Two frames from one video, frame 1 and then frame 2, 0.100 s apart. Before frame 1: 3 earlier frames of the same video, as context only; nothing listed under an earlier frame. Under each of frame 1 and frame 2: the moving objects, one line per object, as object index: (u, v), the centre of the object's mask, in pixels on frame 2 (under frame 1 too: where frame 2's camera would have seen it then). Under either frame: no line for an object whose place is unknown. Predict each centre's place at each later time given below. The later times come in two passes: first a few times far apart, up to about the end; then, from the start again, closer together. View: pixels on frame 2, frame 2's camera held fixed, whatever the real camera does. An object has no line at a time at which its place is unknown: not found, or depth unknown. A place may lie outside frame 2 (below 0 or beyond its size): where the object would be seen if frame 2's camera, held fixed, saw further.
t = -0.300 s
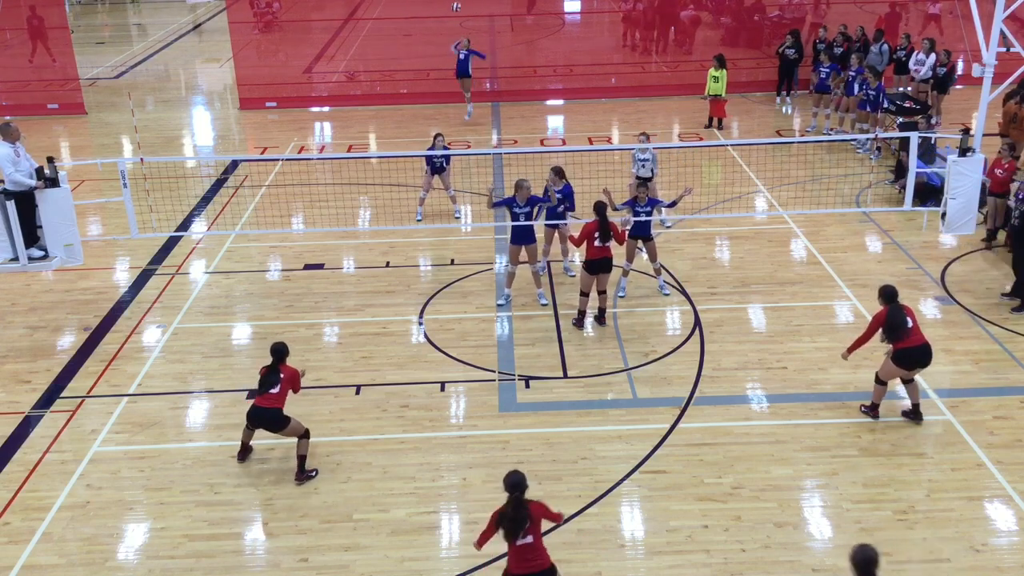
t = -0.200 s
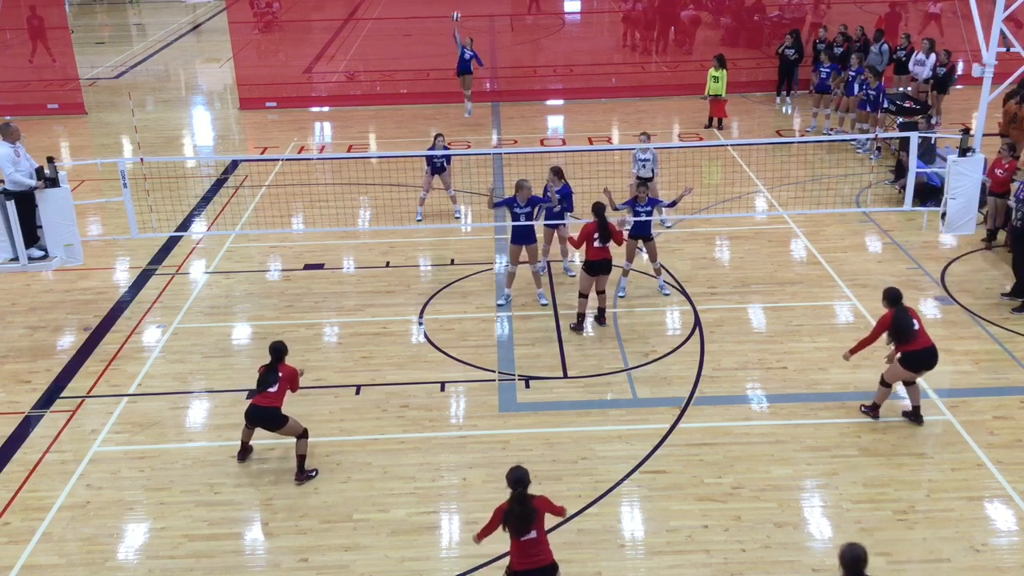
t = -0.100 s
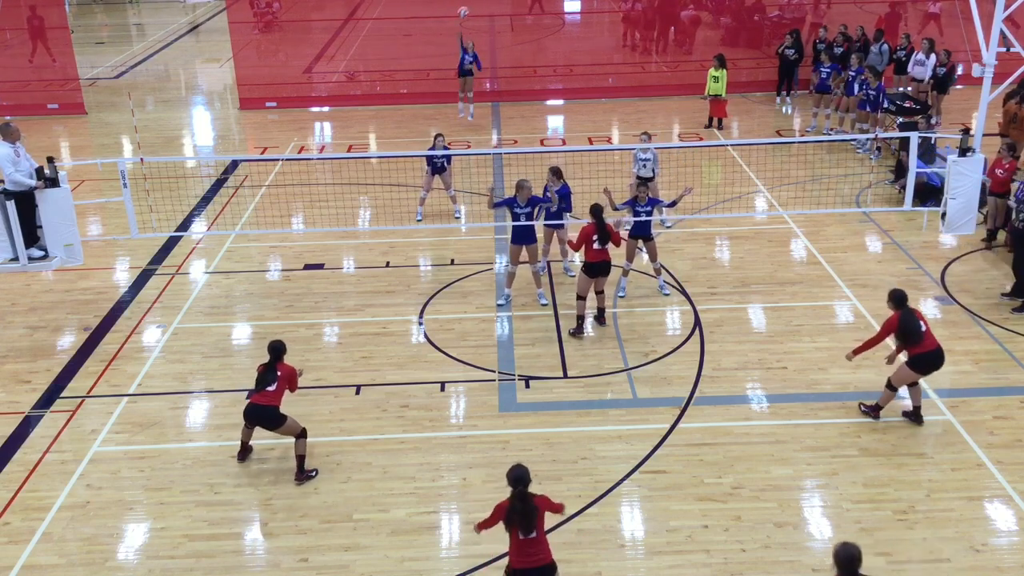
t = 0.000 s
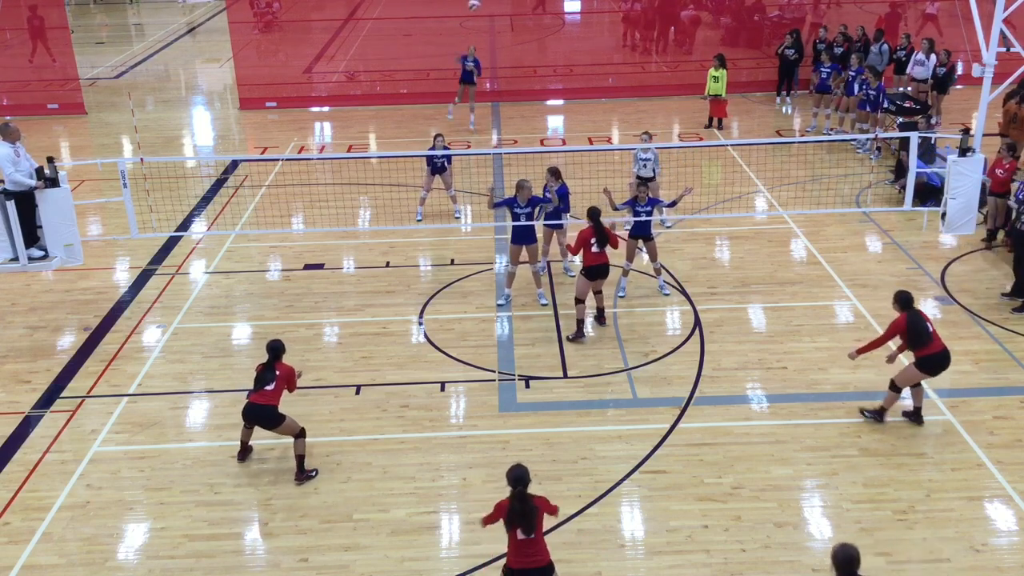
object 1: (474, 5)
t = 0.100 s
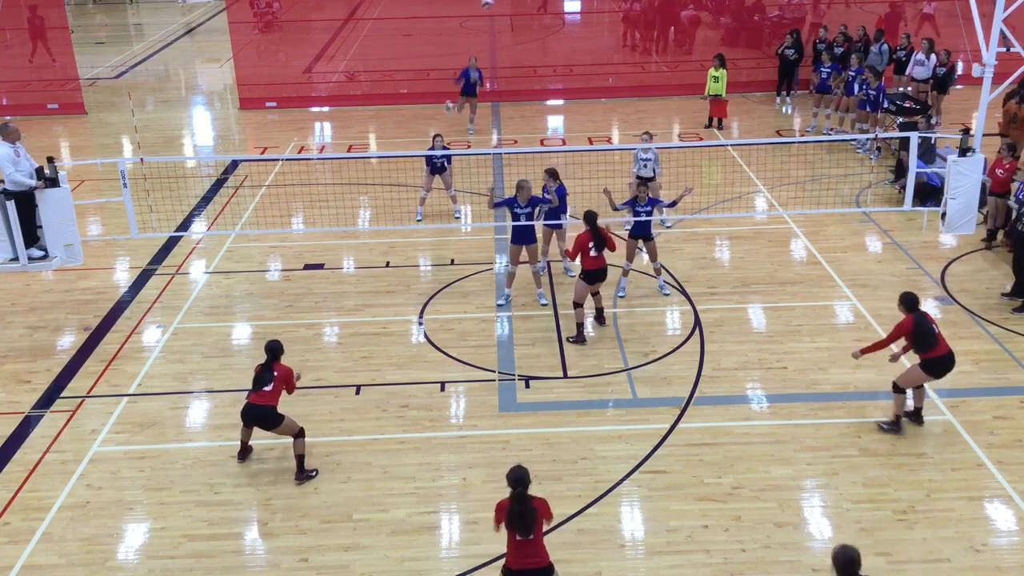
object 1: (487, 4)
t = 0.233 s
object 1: (510, 4)
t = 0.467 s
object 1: (554, 46)
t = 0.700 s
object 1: (625, 172)
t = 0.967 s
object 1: (756, 495)
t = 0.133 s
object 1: (493, 3)
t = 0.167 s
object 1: (498, 3)
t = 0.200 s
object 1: (504, 3)
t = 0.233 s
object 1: (510, 4)
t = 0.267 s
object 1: (515, 5)
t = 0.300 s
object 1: (520, 7)
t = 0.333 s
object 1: (527, 12)
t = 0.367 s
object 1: (533, 18)
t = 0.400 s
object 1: (540, 26)
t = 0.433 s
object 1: (547, 35)
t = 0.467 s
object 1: (554, 46)
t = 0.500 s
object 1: (562, 58)
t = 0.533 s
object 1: (571, 73)
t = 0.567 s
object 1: (580, 88)
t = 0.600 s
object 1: (592, 106)
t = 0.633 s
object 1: (601, 123)
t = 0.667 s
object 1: (612, 150)
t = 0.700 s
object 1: (625, 172)
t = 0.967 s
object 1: (756, 495)
